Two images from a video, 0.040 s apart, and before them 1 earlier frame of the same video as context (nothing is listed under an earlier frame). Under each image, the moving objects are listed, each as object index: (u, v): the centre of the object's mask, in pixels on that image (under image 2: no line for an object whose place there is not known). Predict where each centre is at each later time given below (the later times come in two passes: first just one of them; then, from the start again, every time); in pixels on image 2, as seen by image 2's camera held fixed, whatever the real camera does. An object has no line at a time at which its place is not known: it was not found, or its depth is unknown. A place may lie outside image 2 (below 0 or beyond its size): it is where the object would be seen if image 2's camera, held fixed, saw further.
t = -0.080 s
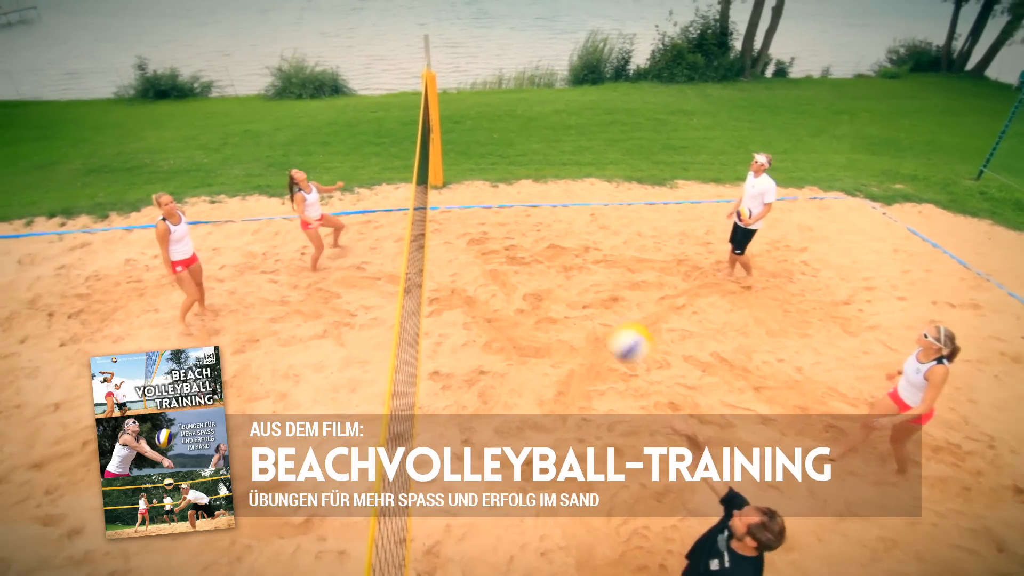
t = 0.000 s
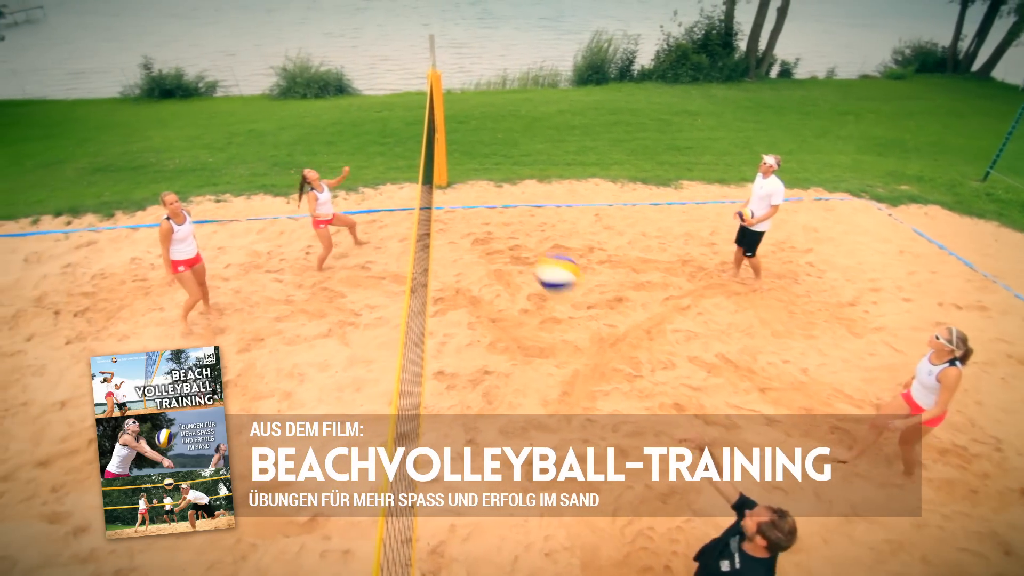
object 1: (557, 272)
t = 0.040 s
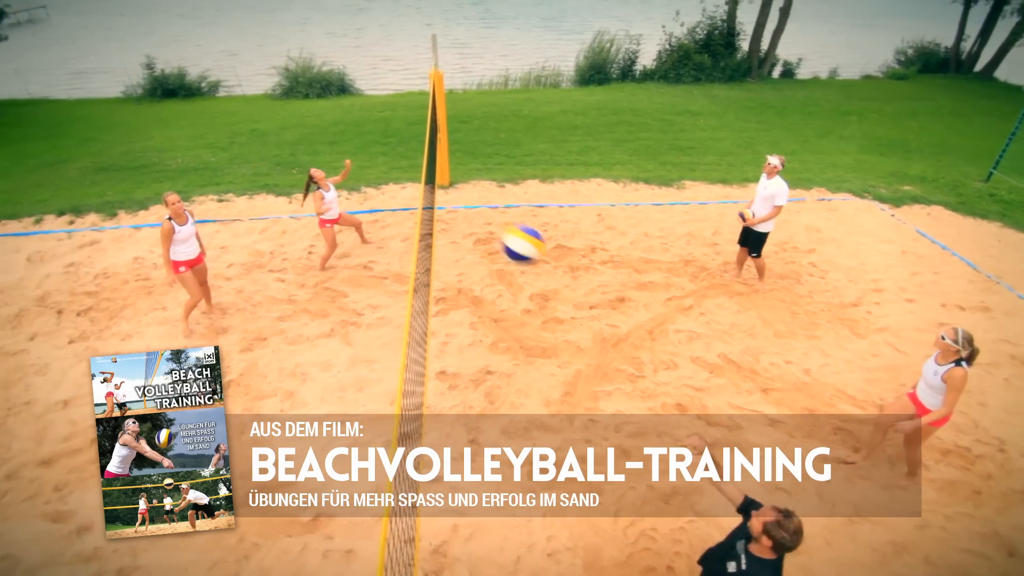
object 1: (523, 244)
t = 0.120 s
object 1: (447, 194)
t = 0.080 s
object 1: (486, 218)
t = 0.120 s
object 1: (447, 194)
